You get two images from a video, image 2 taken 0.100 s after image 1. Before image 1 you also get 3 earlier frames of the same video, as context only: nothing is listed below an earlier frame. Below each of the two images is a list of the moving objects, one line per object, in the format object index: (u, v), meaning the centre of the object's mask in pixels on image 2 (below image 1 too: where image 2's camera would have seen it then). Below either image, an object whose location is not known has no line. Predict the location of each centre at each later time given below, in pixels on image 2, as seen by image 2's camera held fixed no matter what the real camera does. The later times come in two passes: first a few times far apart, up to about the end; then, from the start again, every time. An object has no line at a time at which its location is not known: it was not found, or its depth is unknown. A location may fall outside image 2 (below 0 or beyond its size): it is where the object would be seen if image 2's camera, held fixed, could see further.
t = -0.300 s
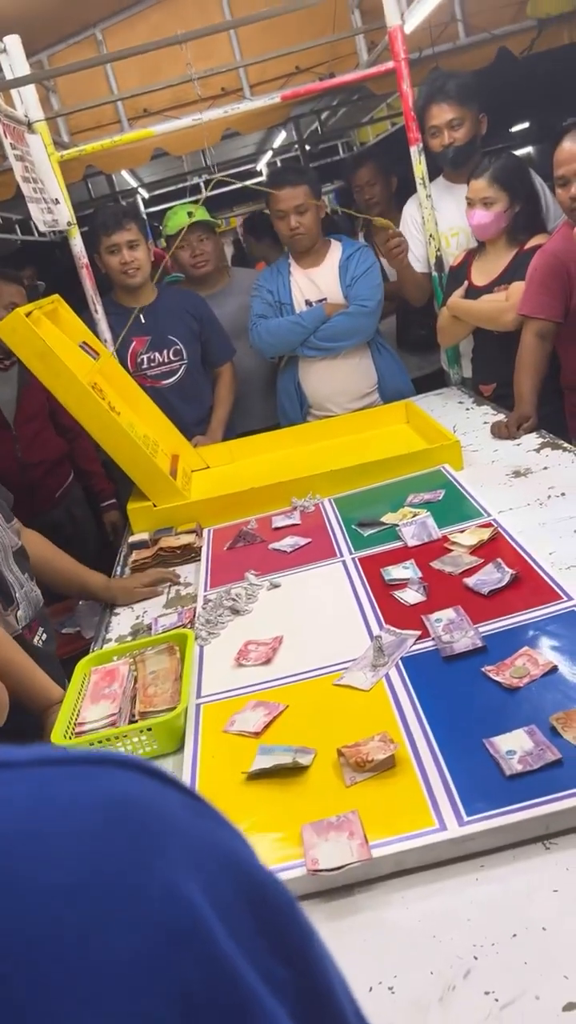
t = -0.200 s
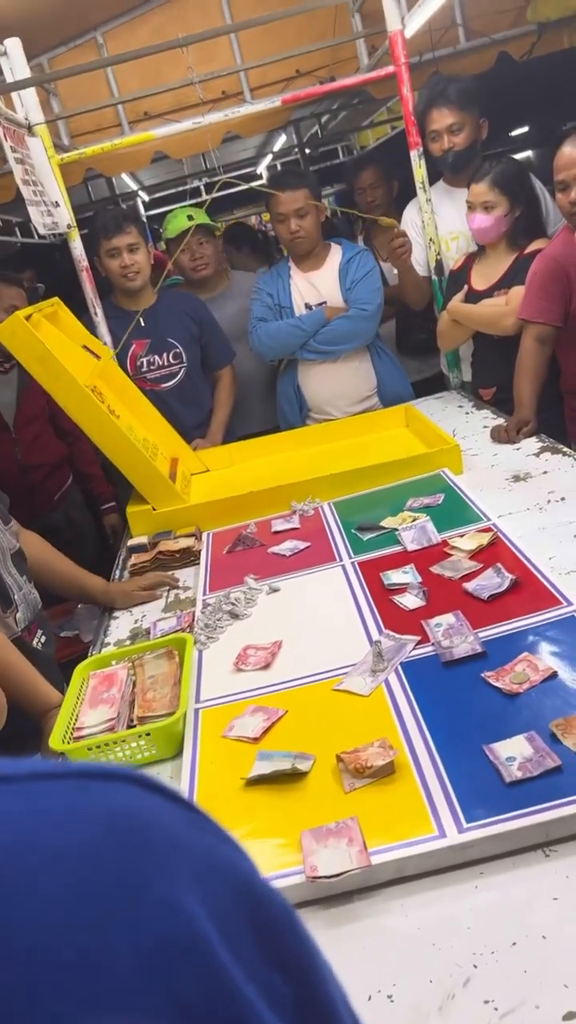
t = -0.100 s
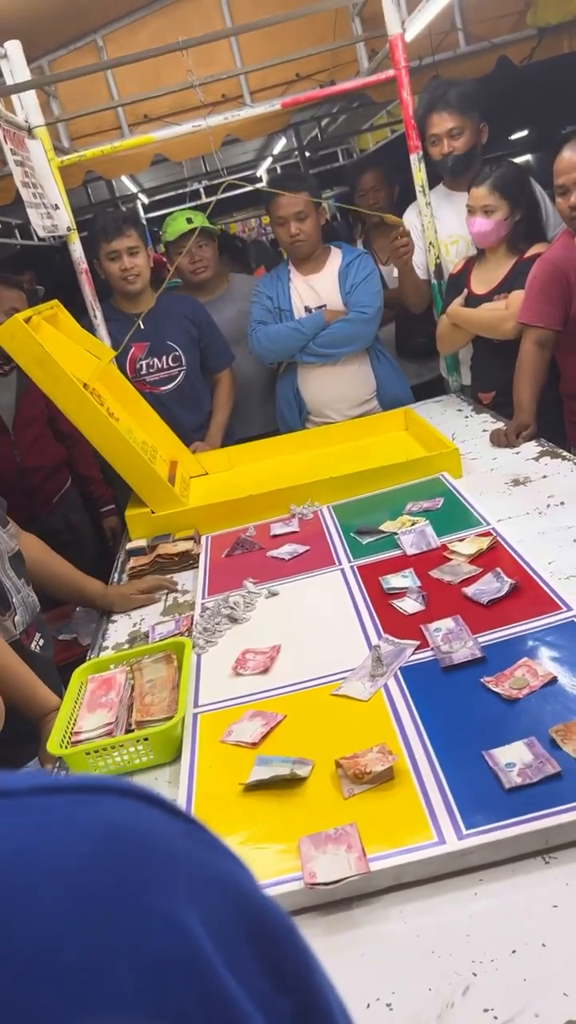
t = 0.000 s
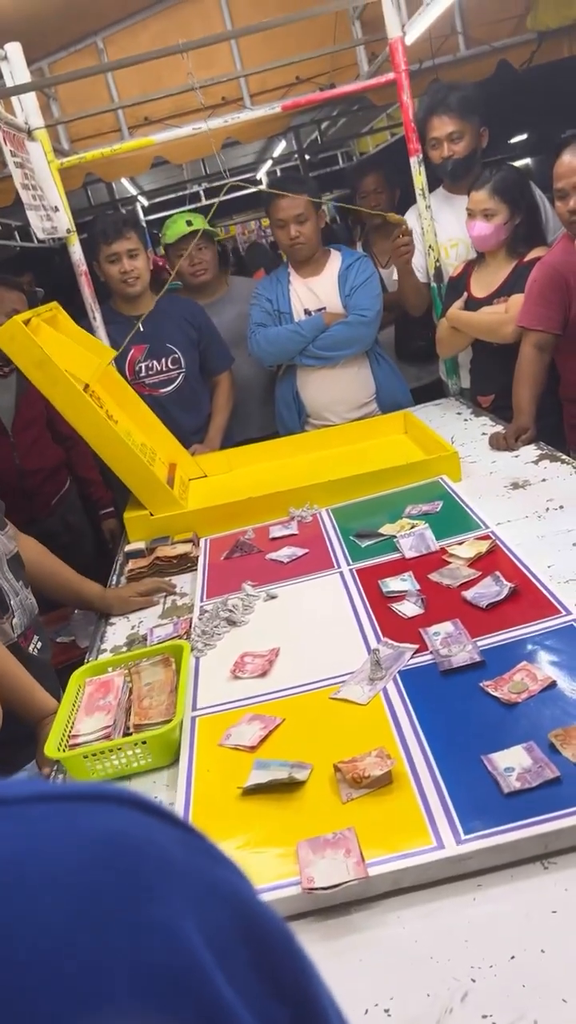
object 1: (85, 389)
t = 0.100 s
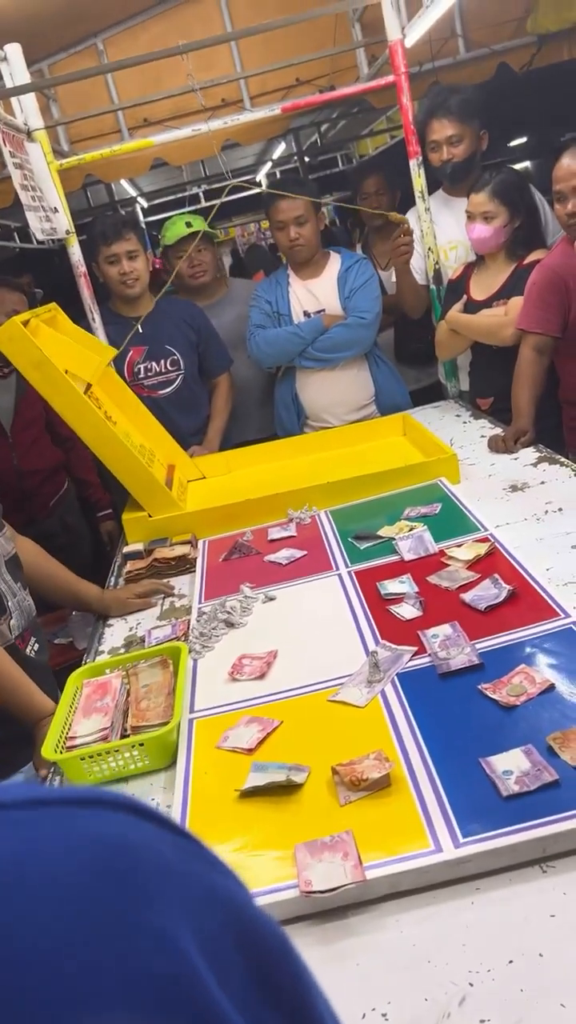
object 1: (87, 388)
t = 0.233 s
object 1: (94, 387)
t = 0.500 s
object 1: (160, 455)
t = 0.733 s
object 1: (265, 470)
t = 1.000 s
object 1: (350, 449)
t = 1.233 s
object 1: (399, 436)
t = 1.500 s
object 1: (395, 437)
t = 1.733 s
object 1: (395, 437)
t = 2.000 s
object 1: (395, 437)
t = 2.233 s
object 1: (395, 438)
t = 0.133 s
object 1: (89, 388)
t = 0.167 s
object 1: (90, 388)
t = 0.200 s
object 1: (92, 387)
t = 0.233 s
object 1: (94, 387)
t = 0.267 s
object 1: (98, 387)
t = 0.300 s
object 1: (101, 388)
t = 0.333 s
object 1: (105, 392)
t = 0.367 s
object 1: (113, 404)
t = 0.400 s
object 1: (122, 412)
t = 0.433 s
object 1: (134, 424)
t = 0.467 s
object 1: (146, 439)
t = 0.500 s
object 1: (160, 455)
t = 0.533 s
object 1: (174, 474)
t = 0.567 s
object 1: (194, 484)
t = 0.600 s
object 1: (210, 488)
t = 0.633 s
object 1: (222, 478)
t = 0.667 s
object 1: (236, 474)
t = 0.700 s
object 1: (251, 473)
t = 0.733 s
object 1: (265, 470)
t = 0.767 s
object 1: (276, 466)
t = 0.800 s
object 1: (290, 464)
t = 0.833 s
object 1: (303, 462)
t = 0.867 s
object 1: (314, 460)
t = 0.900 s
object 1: (324, 457)
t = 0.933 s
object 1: (333, 452)
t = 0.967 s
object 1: (342, 451)
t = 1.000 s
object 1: (350, 449)
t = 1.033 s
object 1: (357, 446)
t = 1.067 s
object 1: (365, 446)
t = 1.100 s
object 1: (373, 443)
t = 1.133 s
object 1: (380, 442)
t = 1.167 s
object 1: (388, 443)
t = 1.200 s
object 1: (394, 438)
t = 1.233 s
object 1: (399, 436)
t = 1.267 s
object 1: (397, 435)
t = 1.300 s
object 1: (396, 436)
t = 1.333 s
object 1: (397, 437)
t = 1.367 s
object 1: (399, 436)
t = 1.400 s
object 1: (398, 436)
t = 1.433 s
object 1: (396, 437)
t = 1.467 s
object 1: (396, 437)
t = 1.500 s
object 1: (395, 437)
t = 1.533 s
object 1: (396, 437)
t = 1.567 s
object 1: (396, 437)
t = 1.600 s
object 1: (396, 437)
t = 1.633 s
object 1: (396, 437)
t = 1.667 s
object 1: (395, 437)
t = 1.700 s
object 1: (395, 437)
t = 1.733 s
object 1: (395, 437)
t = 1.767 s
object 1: (395, 437)
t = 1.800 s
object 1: (395, 437)
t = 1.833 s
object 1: (395, 437)
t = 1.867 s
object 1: (395, 437)
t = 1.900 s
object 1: (395, 437)
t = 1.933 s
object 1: (395, 437)
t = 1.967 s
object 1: (395, 438)
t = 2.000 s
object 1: (395, 437)
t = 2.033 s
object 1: (395, 437)
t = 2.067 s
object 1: (395, 437)
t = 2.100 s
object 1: (395, 437)
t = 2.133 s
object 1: (395, 437)
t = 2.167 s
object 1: (395, 437)
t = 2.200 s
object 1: (395, 438)
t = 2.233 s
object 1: (395, 438)
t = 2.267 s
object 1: (395, 438)
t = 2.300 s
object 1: (395, 437)
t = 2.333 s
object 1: (396, 437)
